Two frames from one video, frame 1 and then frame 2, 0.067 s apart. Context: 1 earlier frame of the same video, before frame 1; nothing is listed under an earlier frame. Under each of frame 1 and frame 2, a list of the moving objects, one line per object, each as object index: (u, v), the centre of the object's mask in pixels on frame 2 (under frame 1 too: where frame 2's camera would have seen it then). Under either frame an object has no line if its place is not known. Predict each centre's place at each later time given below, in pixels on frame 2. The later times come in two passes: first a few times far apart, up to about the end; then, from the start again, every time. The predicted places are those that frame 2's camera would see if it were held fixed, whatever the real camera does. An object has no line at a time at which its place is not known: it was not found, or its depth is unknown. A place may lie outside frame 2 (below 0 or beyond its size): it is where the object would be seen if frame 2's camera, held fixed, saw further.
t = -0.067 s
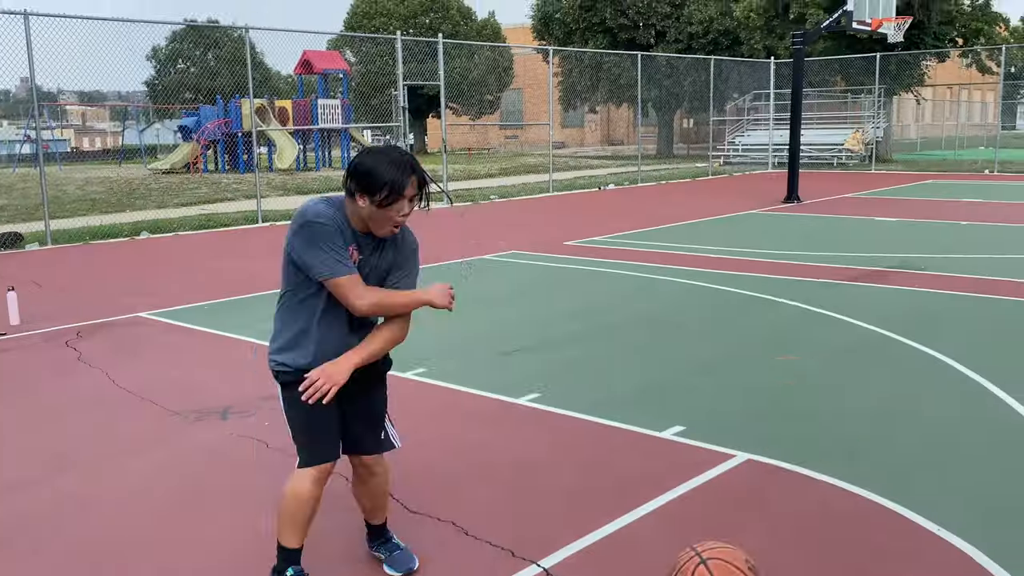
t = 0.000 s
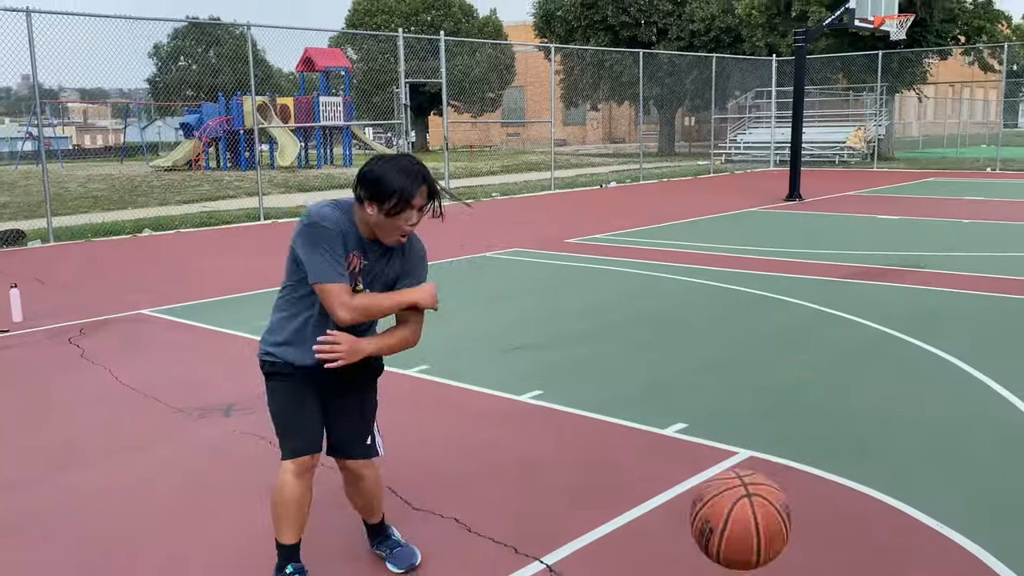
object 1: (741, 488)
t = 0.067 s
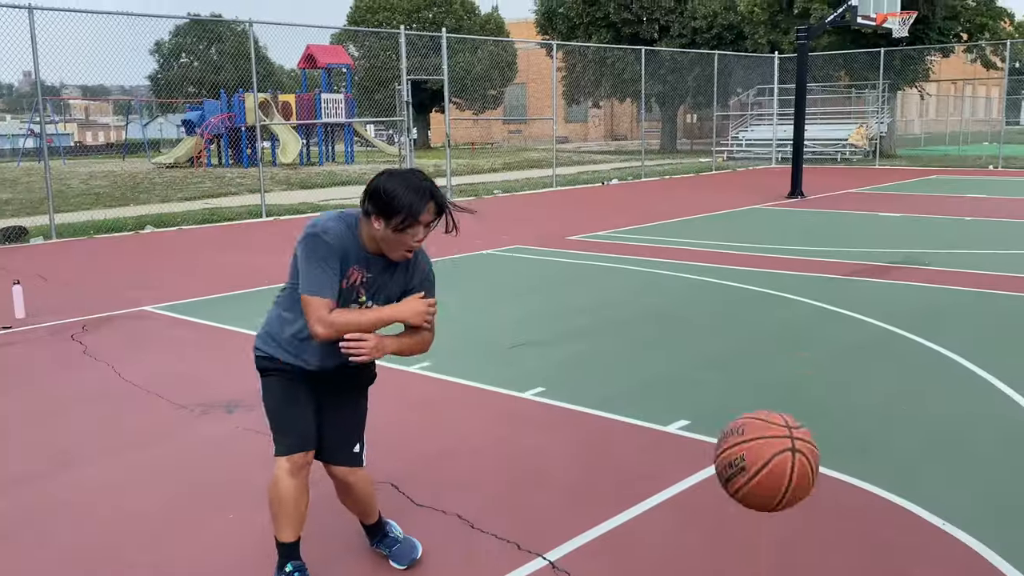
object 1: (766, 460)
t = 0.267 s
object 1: (846, 391)
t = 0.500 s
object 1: (934, 503)
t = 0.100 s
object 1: (779, 439)
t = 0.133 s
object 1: (792, 421)
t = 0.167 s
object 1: (806, 407)
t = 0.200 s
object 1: (819, 397)
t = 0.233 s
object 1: (832, 392)
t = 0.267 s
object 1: (846, 391)
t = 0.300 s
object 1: (860, 394)
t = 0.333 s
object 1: (873, 403)
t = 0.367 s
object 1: (886, 417)
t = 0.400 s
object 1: (899, 435)
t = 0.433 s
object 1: (912, 459)
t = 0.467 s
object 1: (923, 483)
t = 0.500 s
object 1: (934, 503)
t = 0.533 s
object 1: (944, 522)
